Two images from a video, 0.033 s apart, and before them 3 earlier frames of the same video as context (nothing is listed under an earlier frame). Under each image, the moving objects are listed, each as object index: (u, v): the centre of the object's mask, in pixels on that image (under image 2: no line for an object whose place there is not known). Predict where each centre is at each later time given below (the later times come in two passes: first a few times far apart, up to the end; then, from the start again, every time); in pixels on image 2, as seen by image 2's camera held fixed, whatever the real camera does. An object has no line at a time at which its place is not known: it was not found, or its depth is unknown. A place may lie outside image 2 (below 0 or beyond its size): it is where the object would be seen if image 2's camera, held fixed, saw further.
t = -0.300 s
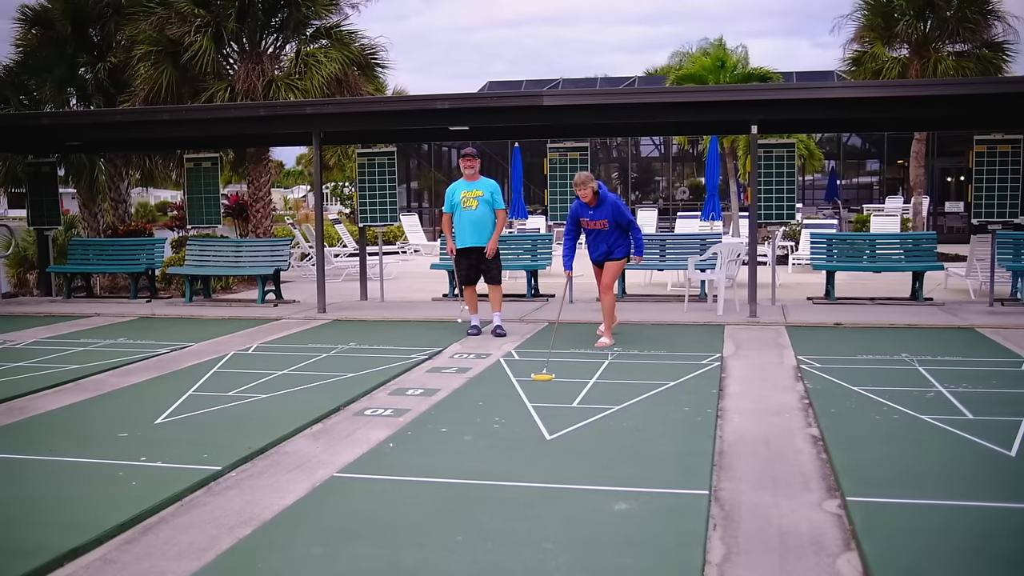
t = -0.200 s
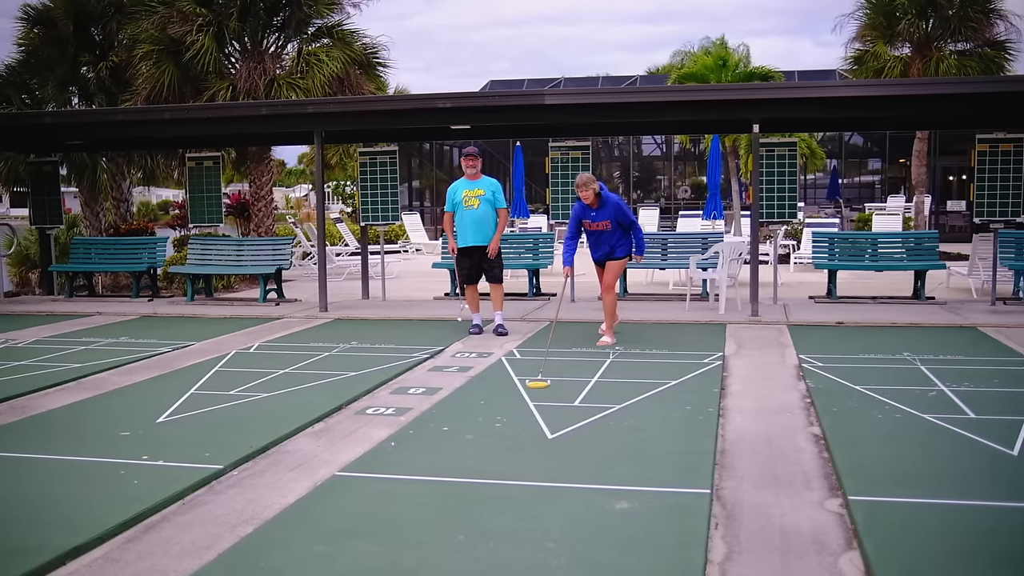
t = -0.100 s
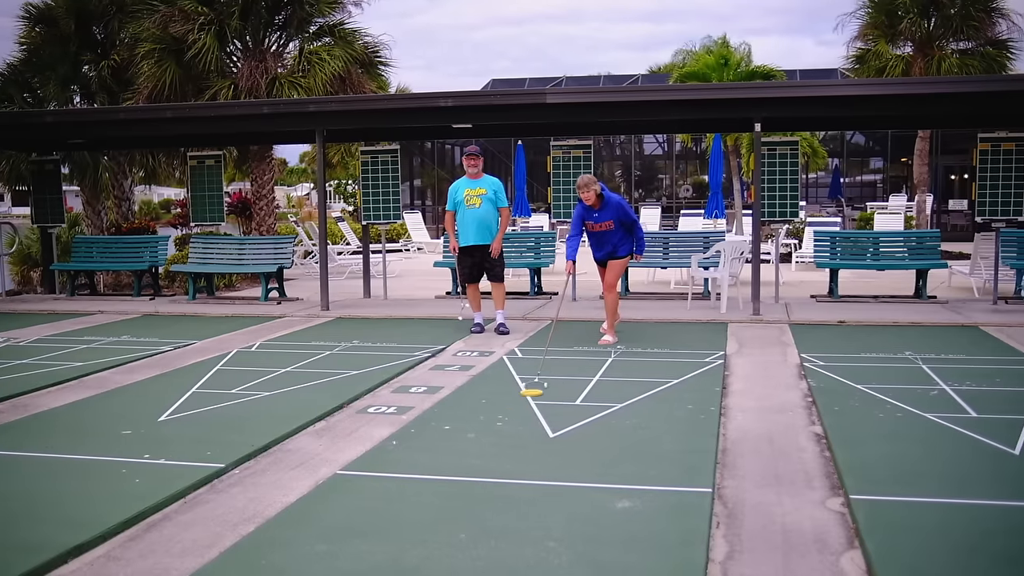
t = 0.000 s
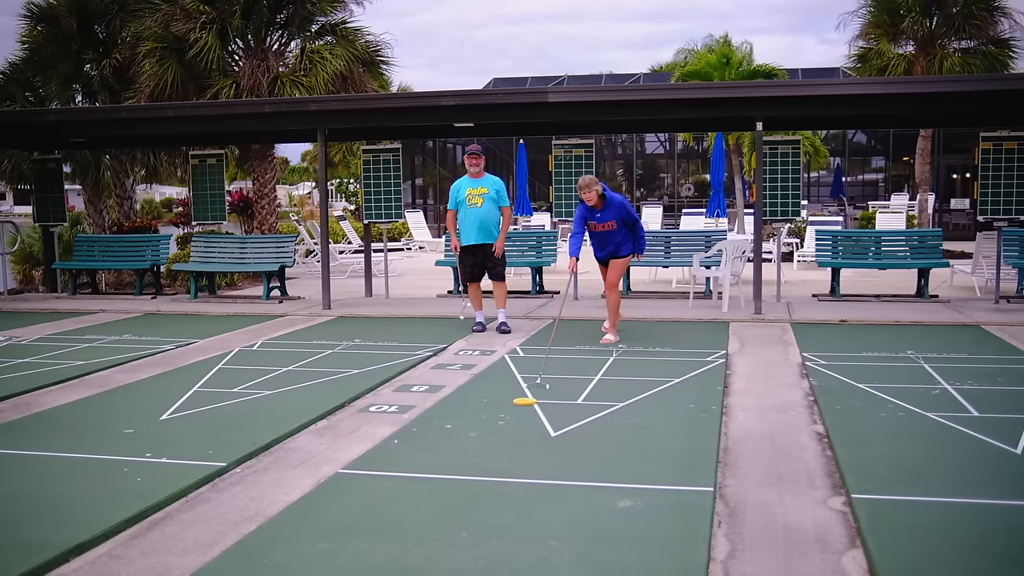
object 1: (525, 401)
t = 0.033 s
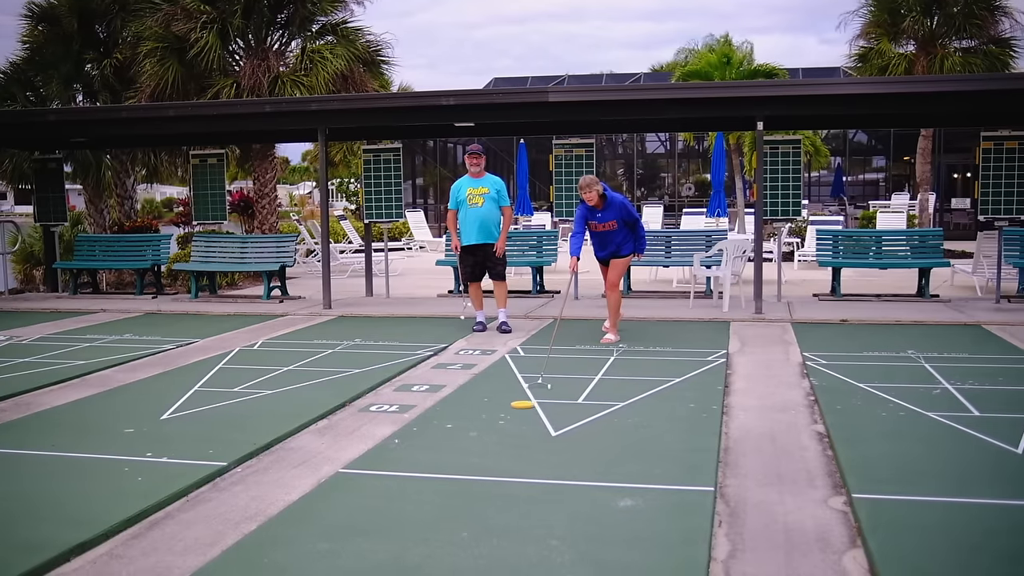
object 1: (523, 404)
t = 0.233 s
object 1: (504, 427)
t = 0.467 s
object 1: (476, 460)
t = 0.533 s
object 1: (467, 471)
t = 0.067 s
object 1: (520, 408)
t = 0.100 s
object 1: (517, 412)
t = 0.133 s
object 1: (514, 415)
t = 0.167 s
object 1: (511, 419)
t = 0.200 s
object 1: (507, 423)
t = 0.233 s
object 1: (504, 427)
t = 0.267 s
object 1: (500, 432)
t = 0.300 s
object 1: (496, 436)
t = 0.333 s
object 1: (492, 441)
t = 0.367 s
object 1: (489, 446)
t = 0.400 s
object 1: (485, 451)
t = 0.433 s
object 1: (480, 455)
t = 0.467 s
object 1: (476, 460)
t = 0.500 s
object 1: (472, 466)
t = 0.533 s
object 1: (467, 471)
